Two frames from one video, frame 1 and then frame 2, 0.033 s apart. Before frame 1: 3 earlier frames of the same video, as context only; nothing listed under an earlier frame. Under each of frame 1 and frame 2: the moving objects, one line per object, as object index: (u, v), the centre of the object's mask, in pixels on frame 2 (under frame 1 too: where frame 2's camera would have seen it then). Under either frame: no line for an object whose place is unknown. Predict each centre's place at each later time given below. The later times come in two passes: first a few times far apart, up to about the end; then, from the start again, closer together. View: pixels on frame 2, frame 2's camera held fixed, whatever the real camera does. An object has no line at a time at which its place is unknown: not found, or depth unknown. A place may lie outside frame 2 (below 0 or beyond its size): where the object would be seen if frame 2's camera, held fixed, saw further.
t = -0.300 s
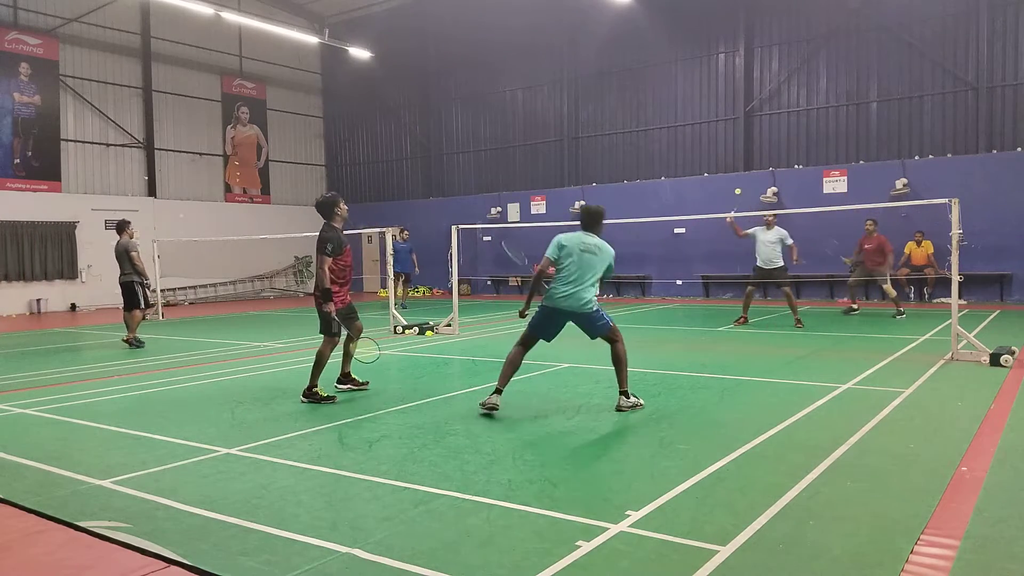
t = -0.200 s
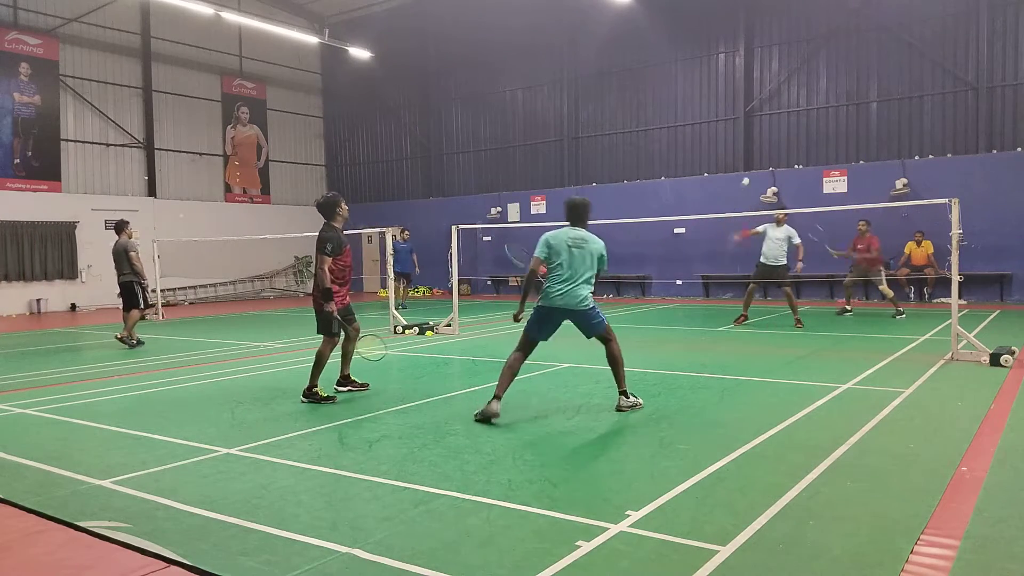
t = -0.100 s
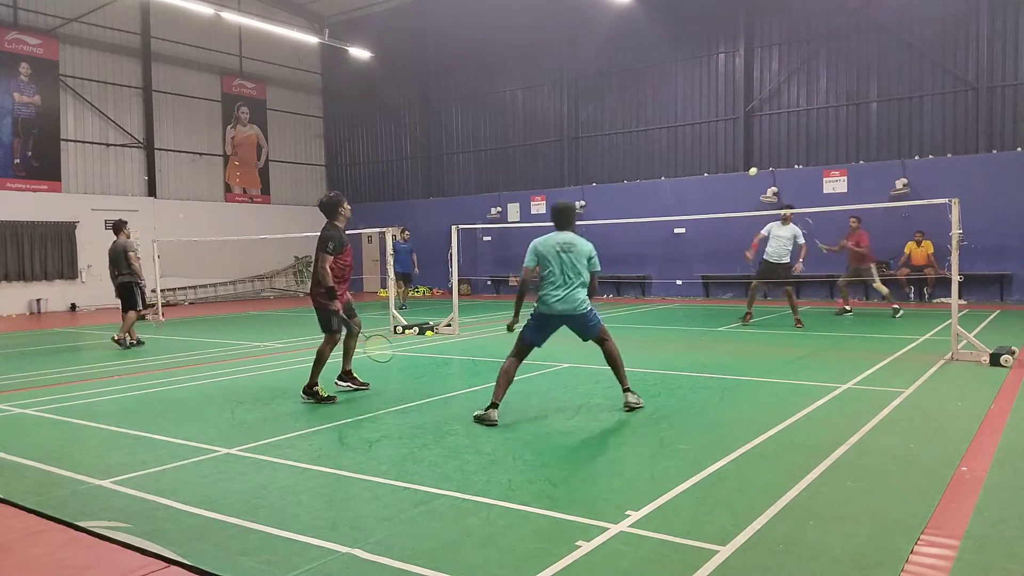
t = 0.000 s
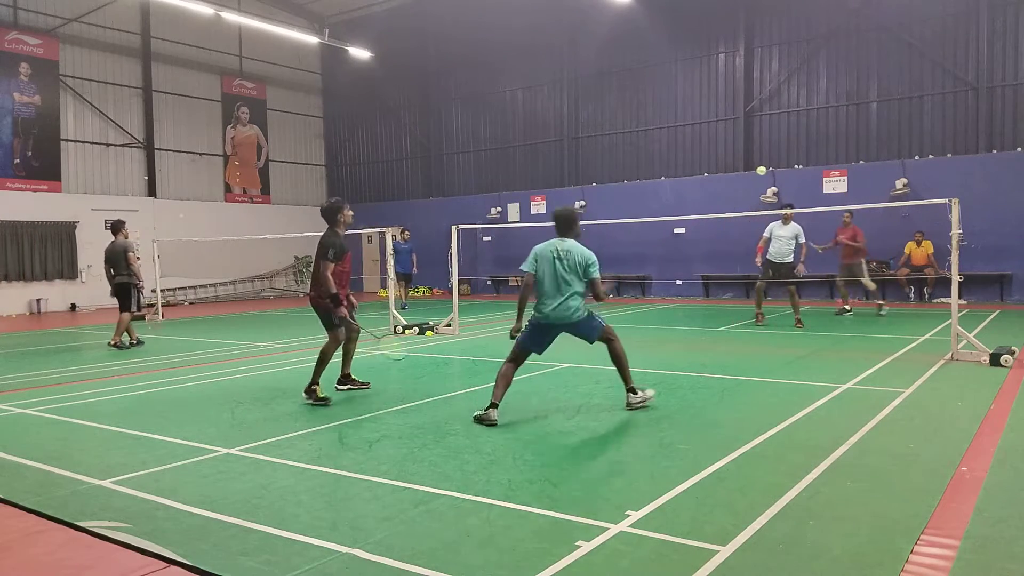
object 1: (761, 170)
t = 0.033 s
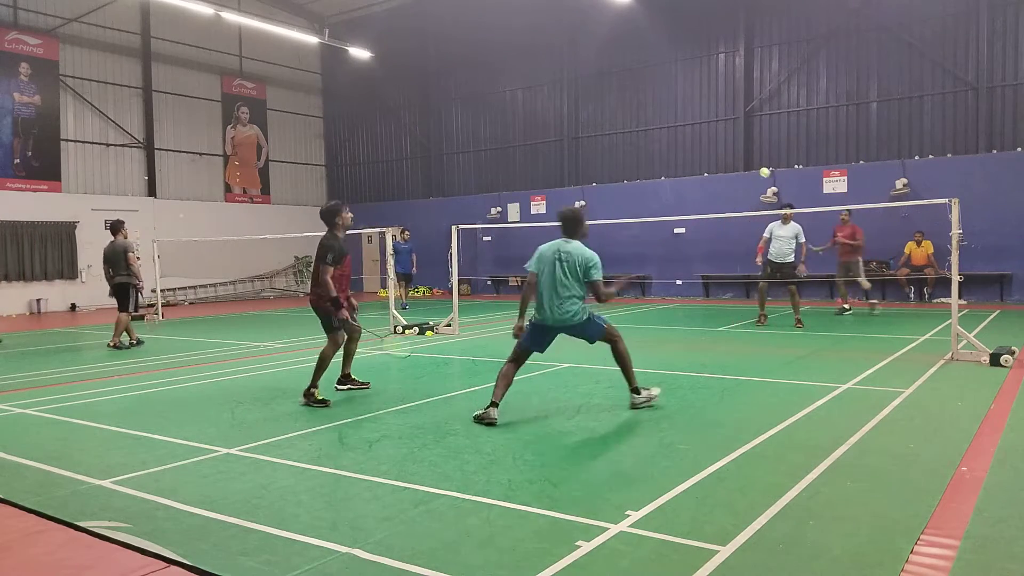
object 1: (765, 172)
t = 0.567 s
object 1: (816, 475)
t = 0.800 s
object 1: (828, 473)
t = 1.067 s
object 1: (846, 523)
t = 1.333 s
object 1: (852, 527)
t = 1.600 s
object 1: (859, 527)
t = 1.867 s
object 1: (860, 527)
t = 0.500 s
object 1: (809, 396)
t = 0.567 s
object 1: (816, 475)
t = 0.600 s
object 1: (819, 498)
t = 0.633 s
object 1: (820, 486)
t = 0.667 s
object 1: (820, 480)
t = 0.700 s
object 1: (821, 476)
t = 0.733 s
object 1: (822, 473)
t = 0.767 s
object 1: (825, 472)
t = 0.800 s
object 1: (828, 473)
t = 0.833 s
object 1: (831, 476)
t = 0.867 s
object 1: (833, 481)
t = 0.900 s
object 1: (836, 490)
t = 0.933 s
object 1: (839, 501)
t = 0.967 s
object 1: (843, 515)
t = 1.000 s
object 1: (845, 531)
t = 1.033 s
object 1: (845, 527)
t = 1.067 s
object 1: (846, 523)
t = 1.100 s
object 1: (846, 522)
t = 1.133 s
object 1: (846, 523)
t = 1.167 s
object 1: (847, 528)
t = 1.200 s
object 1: (848, 527)
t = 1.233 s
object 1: (849, 526)
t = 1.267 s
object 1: (851, 526)
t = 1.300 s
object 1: (851, 527)
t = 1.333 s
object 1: (852, 527)
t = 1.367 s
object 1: (853, 527)
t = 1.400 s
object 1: (854, 527)
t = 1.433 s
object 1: (855, 527)
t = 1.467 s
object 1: (856, 527)
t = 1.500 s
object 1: (856, 527)
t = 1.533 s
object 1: (858, 527)
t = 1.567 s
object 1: (858, 527)
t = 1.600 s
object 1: (859, 527)
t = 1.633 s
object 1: (859, 527)
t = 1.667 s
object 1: (860, 527)
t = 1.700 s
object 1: (860, 527)
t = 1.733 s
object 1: (860, 527)
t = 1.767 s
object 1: (860, 527)
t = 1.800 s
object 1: (860, 527)
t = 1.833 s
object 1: (860, 527)
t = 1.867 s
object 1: (860, 527)
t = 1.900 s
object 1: (860, 527)
